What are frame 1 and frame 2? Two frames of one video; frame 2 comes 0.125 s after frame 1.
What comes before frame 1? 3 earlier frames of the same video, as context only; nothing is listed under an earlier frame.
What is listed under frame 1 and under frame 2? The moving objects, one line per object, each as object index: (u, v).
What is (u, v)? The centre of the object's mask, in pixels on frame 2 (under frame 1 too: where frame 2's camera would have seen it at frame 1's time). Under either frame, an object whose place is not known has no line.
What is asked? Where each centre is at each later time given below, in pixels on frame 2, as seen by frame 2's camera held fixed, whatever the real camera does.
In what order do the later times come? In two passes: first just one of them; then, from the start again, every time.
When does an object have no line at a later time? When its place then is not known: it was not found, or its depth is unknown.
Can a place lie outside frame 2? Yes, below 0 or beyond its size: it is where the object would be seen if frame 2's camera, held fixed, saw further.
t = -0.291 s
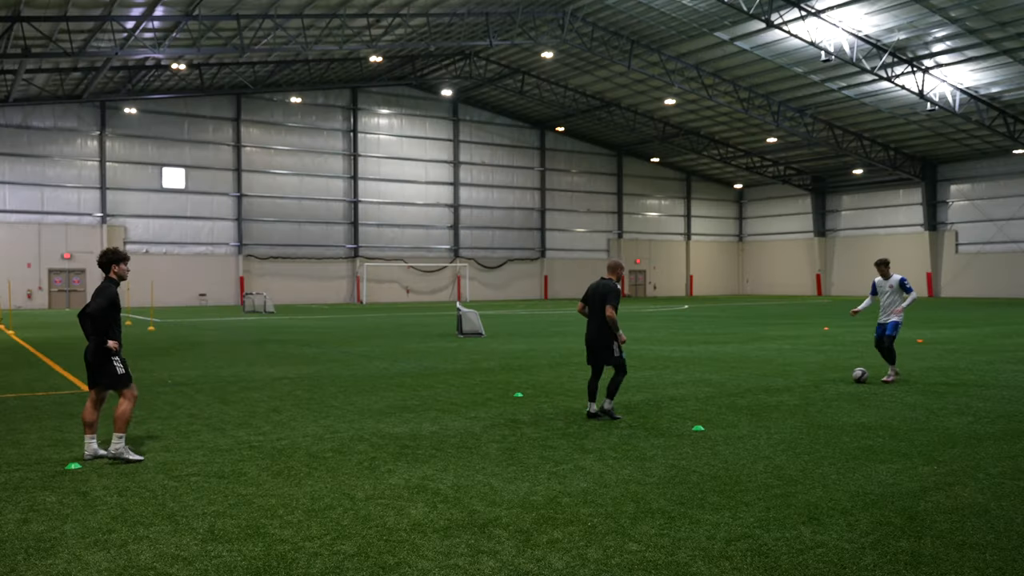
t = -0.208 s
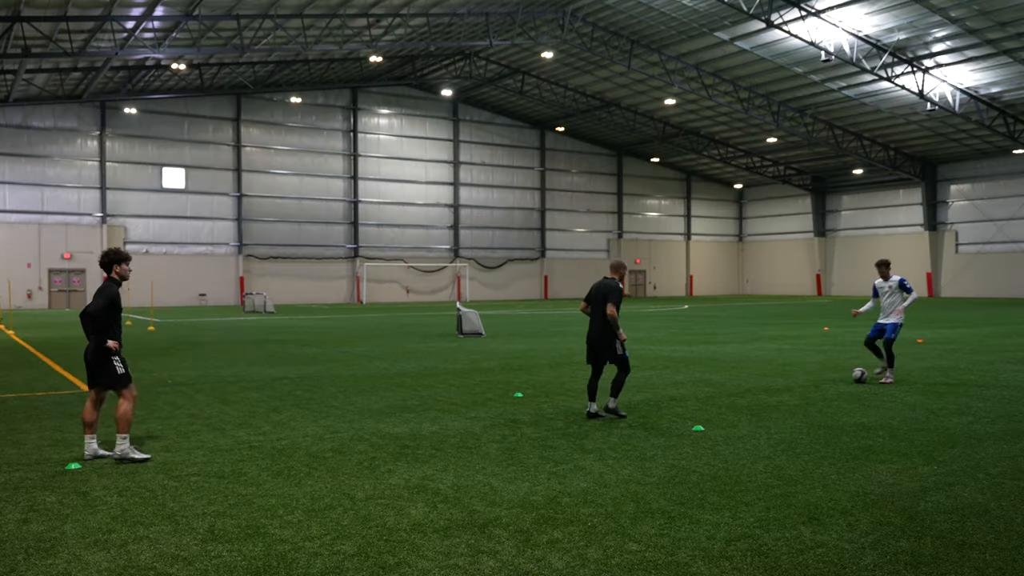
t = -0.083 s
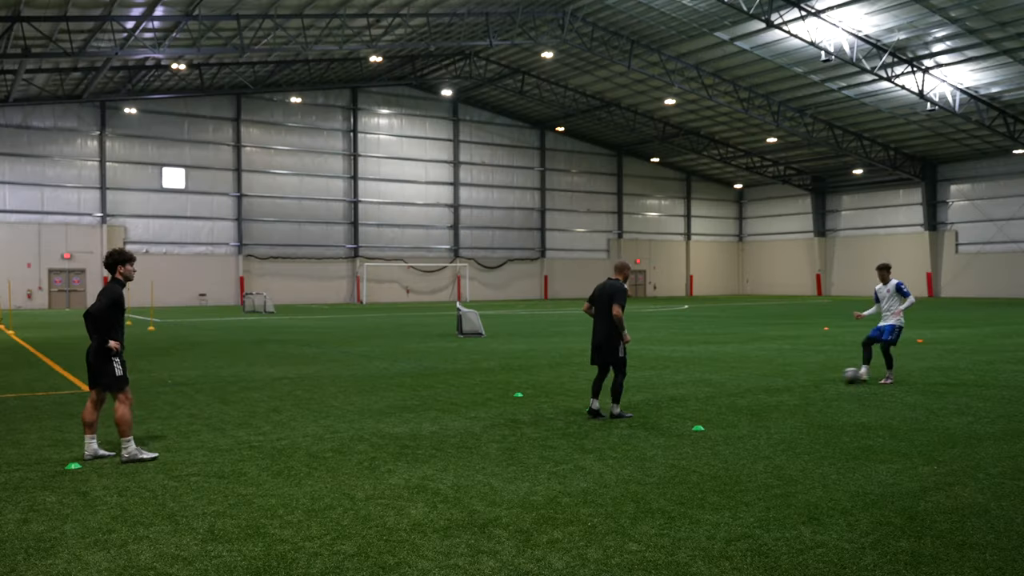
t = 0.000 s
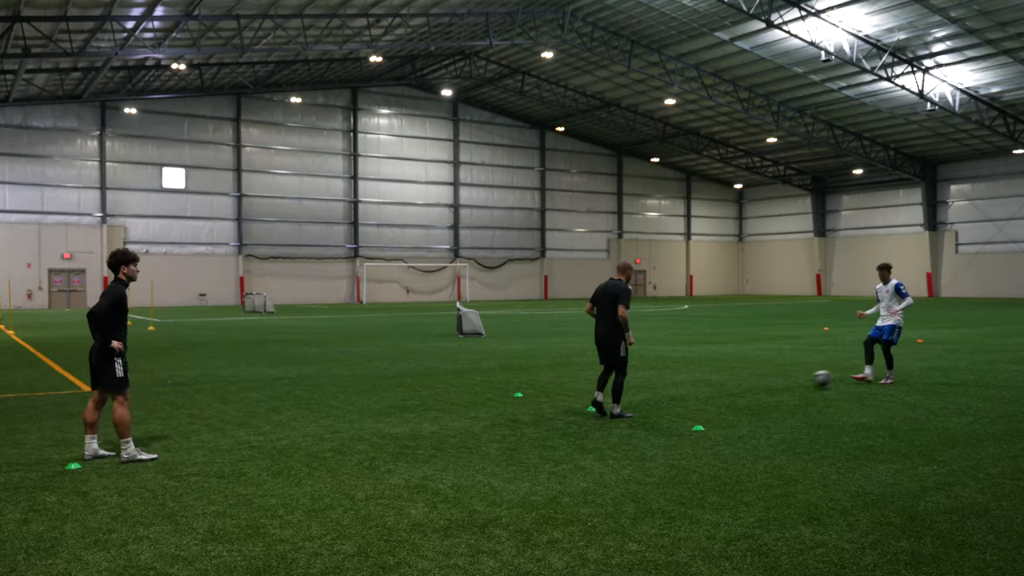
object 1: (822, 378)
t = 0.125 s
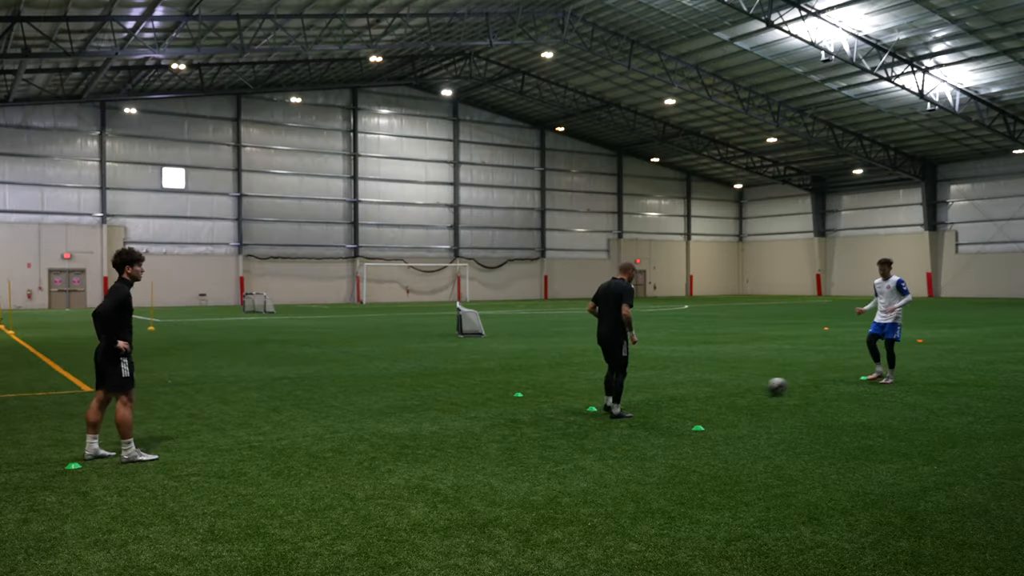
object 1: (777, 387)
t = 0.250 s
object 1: (731, 394)
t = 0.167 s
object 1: (761, 387)
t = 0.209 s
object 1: (746, 391)
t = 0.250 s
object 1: (731, 394)
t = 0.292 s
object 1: (717, 394)
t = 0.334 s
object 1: (704, 395)
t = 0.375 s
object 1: (690, 397)
